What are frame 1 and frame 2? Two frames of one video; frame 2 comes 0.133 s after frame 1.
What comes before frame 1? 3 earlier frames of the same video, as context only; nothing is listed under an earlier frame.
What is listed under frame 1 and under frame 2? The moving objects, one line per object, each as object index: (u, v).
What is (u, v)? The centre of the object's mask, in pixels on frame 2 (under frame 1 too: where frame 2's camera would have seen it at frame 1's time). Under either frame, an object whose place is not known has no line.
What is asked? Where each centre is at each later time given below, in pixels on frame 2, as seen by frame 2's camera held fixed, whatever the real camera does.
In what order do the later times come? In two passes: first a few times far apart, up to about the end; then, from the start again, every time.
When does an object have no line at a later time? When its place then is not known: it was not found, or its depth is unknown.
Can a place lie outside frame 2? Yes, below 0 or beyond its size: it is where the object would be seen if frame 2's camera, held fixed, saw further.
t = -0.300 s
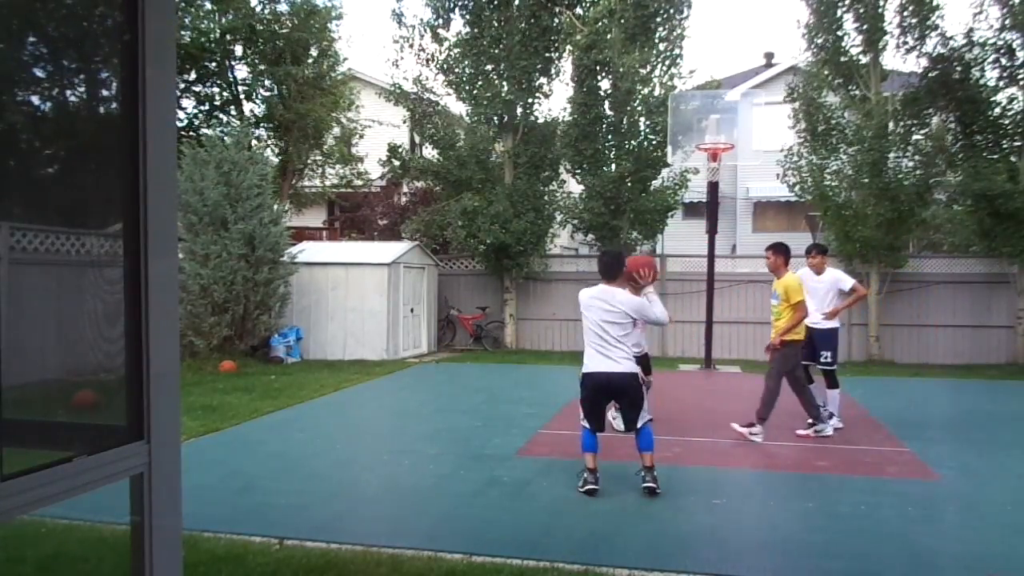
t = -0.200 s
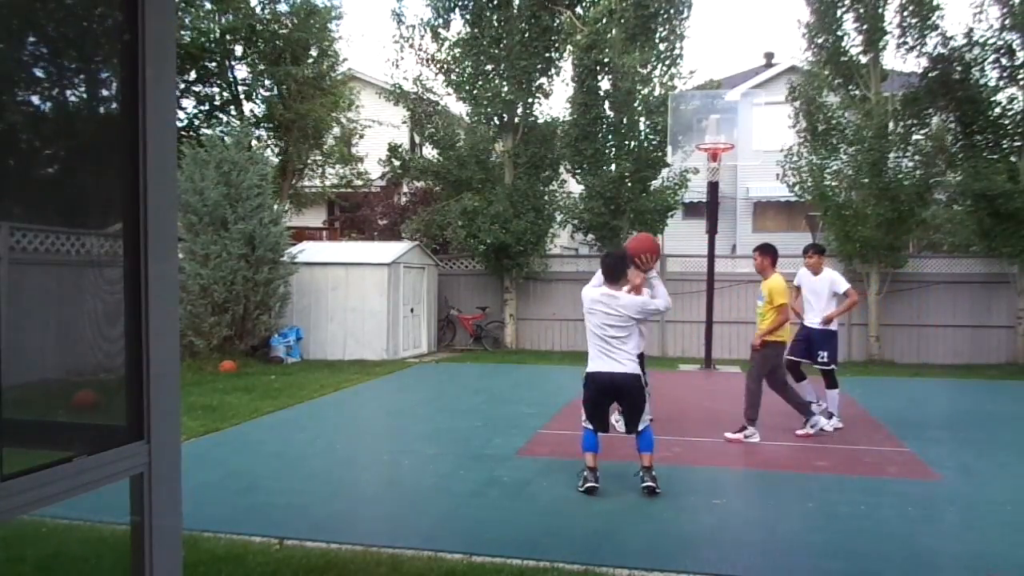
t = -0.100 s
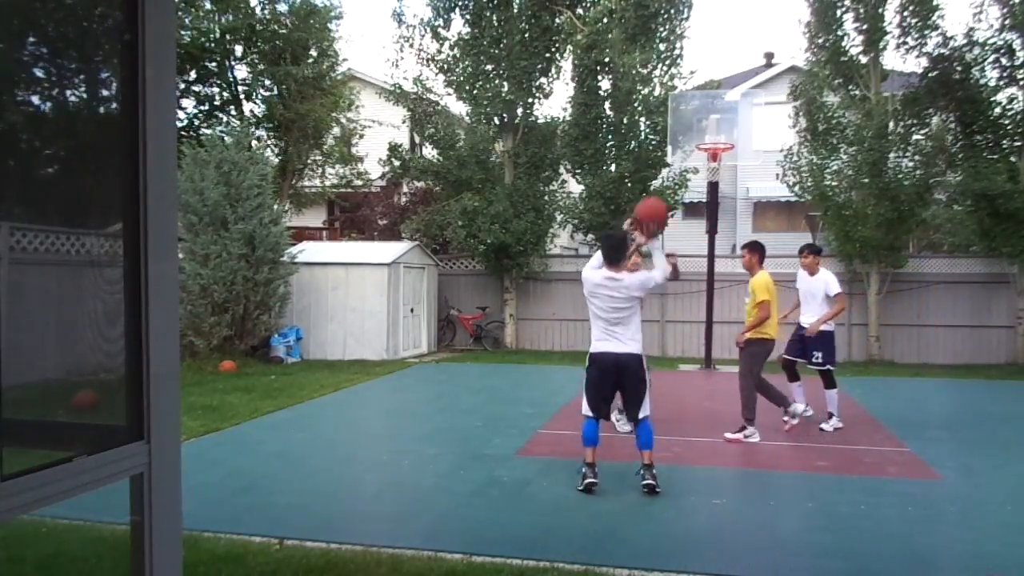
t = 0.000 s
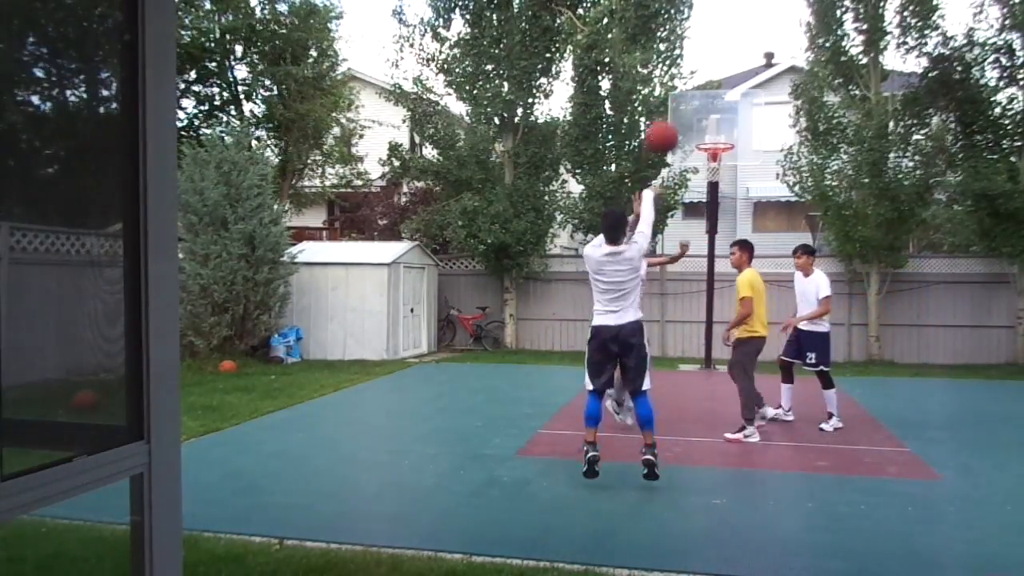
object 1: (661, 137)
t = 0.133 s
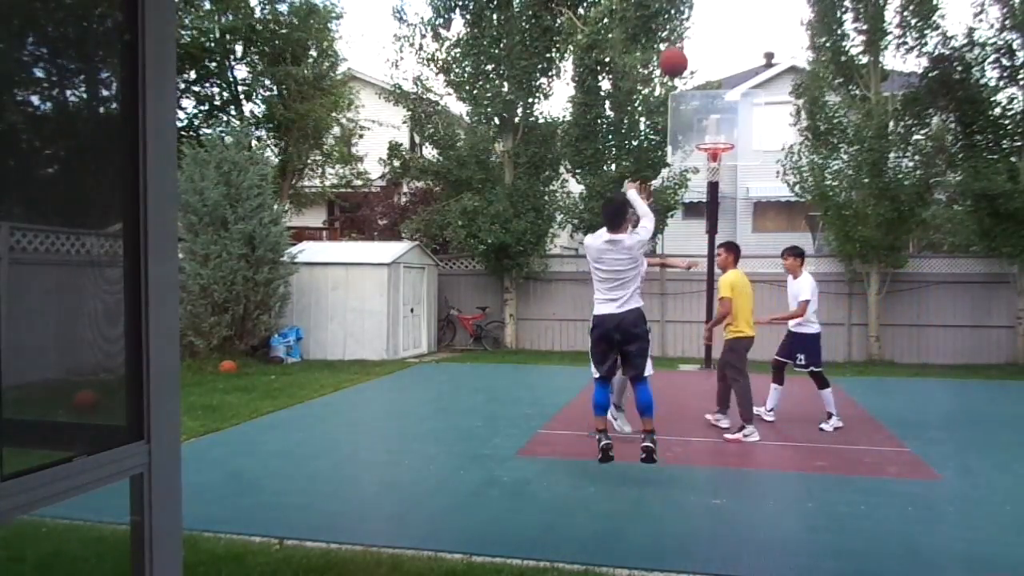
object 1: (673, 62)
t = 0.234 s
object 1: (680, 27)
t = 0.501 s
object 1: (694, 6)
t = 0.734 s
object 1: (705, 39)
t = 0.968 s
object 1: (712, 109)
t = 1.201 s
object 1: (721, 92)
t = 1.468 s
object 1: (737, 35)
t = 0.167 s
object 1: (675, 49)
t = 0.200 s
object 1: (678, 36)
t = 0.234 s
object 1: (680, 27)
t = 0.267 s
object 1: (683, 19)
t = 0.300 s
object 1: (685, 13)
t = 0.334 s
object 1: (687, 10)
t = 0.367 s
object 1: (689, 7)
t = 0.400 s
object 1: (690, 6)
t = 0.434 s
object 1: (691, 6)
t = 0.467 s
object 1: (693, 6)
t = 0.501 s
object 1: (694, 6)
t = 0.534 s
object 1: (697, 7)
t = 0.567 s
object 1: (699, 9)
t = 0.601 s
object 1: (700, 13)
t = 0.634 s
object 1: (701, 18)
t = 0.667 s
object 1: (703, 24)
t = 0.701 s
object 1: (704, 31)
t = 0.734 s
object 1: (705, 39)
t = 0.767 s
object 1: (706, 47)
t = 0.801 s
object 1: (708, 56)
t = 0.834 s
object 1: (709, 65)
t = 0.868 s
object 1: (710, 76)
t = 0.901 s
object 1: (711, 87)
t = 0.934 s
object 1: (712, 97)
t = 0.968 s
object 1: (712, 109)
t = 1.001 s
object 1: (713, 121)
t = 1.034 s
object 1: (714, 133)
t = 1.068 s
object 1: (716, 135)
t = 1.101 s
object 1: (717, 124)
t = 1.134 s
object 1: (719, 112)
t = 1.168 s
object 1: (720, 102)
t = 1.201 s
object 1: (721, 92)
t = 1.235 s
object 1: (724, 82)
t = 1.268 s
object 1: (725, 73)
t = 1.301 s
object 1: (727, 65)
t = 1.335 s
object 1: (729, 57)
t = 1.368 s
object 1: (731, 50)
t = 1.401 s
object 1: (733, 44)
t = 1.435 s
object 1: (735, 39)
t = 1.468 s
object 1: (737, 35)
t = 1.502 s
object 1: (739, 31)
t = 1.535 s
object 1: (741, 29)
